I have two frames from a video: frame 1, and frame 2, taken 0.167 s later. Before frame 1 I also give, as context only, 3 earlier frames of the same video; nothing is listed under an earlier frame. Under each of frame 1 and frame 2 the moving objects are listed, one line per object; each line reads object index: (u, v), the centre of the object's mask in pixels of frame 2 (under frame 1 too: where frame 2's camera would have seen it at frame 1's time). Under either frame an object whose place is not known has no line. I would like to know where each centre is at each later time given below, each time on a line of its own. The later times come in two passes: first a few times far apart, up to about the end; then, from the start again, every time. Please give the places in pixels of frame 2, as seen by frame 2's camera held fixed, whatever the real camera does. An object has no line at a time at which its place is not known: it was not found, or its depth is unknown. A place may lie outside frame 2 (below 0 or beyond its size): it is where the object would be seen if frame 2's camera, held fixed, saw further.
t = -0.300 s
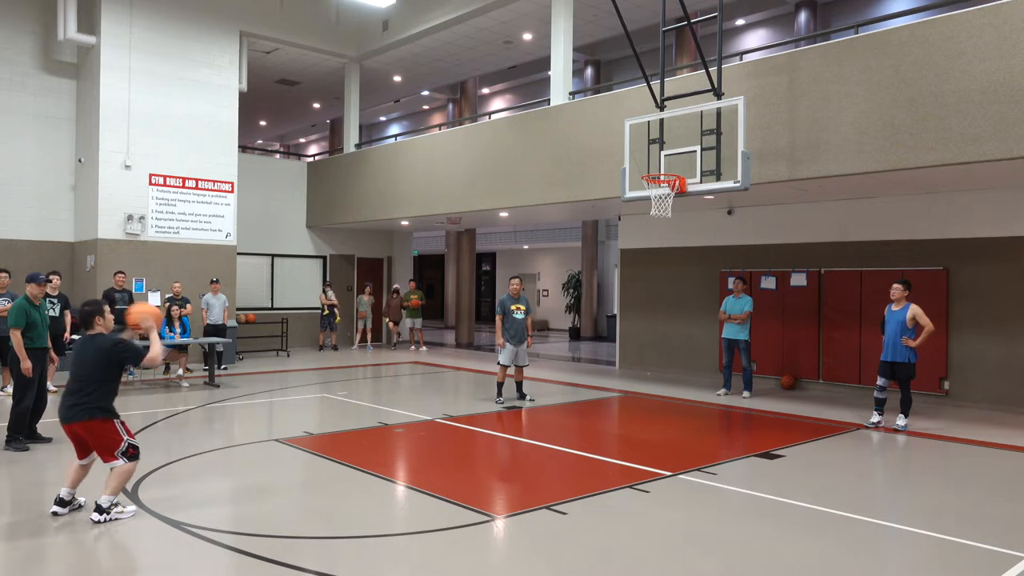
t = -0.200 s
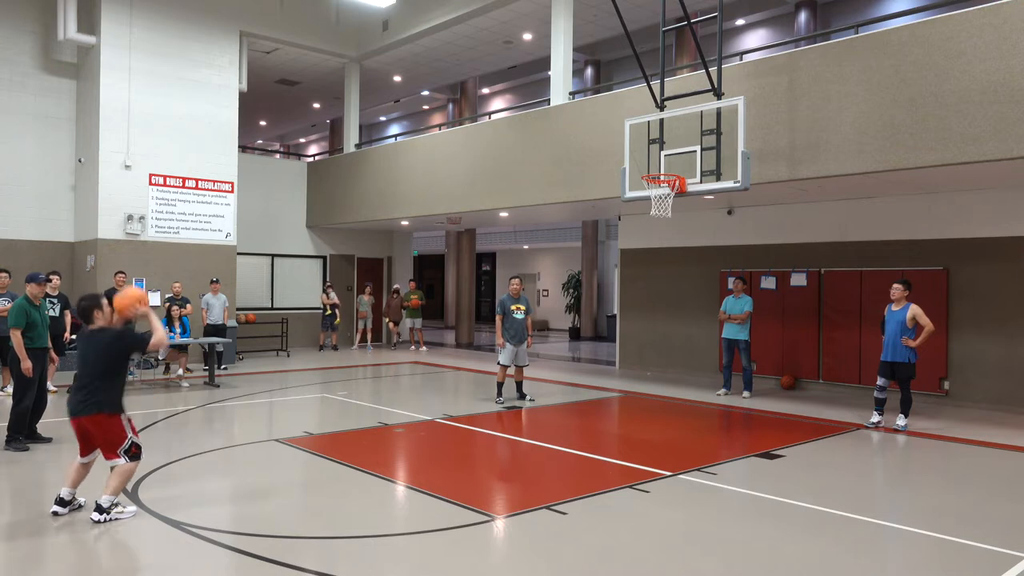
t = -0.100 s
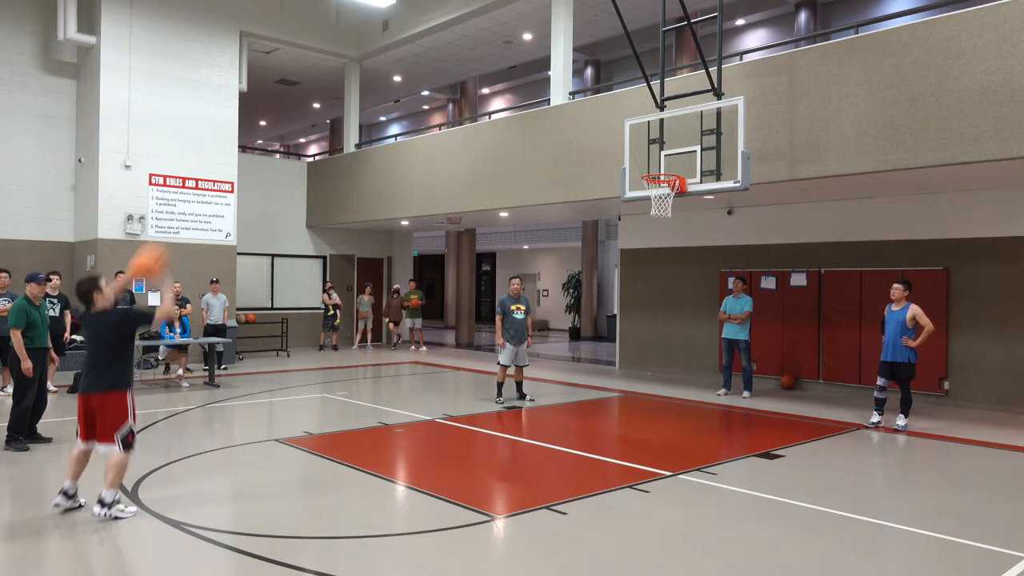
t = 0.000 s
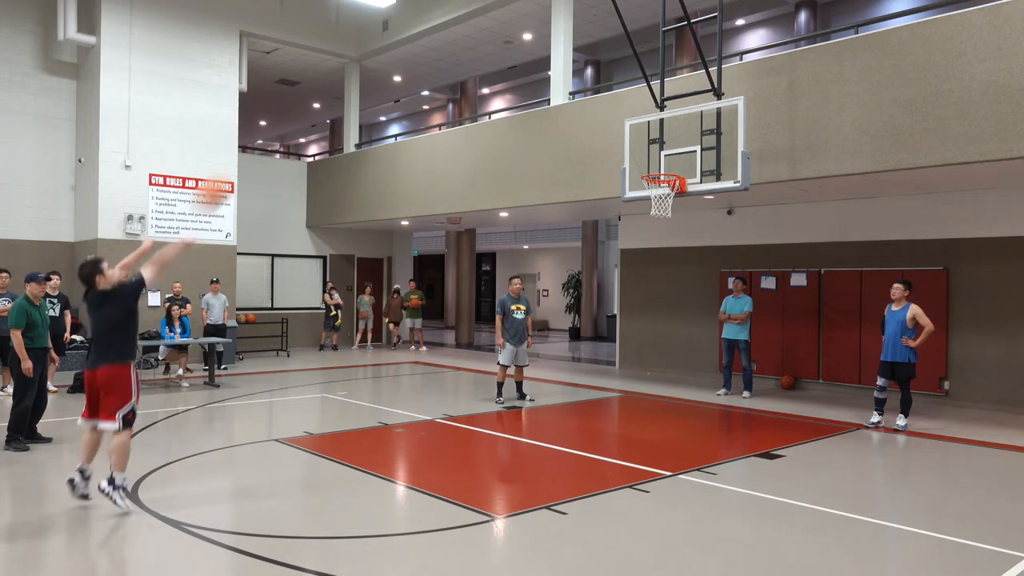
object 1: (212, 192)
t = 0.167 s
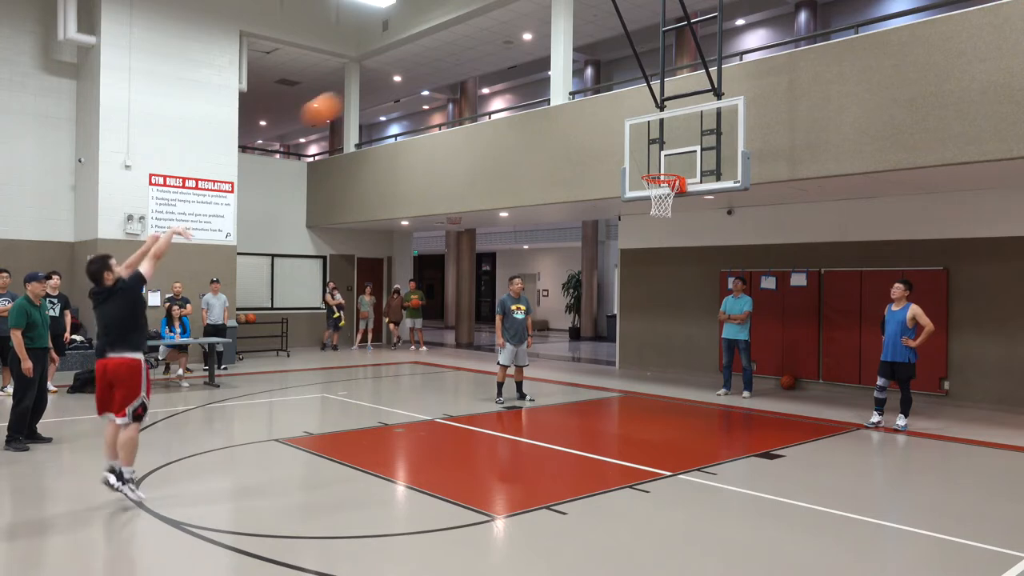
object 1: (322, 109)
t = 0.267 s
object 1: (378, 81)
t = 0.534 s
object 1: (501, 63)
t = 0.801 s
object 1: (595, 107)
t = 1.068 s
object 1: (663, 169)
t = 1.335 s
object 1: (661, 163)
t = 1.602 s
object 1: (661, 170)
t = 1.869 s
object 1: (645, 196)
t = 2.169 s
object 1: (656, 247)
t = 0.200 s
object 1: (341, 98)
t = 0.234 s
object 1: (361, 88)
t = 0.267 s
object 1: (378, 81)
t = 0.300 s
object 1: (395, 74)
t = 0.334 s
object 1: (413, 69)
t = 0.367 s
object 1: (429, 64)
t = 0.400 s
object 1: (444, 62)
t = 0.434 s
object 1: (459, 61)
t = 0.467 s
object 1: (473, 60)
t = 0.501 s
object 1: (487, 61)
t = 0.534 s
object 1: (501, 63)
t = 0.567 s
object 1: (514, 65)
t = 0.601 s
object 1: (527, 68)
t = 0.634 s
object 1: (538, 72)
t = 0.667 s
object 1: (549, 76)
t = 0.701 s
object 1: (562, 83)
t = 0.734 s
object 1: (574, 90)
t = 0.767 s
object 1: (584, 98)
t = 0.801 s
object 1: (595, 107)
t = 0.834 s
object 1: (605, 115)
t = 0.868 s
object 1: (614, 124)
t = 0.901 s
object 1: (624, 134)
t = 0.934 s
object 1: (635, 146)
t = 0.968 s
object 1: (644, 157)
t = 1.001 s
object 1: (651, 167)
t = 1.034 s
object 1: (658, 168)
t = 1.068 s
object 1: (663, 169)
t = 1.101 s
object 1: (667, 170)
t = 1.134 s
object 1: (662, 169)
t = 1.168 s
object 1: (656, 169)
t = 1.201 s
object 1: (653, 169)
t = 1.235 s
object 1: (654, 167)
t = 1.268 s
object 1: (656, 165)
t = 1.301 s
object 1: (659, 164)
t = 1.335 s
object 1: (661, 163)
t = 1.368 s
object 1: (663, 163)
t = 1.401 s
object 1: (666, 164)
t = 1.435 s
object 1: (668, 166)
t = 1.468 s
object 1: (670, 168)
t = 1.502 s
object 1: (671, 169)
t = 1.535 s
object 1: (668, 169)
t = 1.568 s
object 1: (664, 169)
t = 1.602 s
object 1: (661, 170)
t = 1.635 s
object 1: (657, 177)
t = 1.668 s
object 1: (652, 182)
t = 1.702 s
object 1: (649, 186)
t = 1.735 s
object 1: (647, 187)
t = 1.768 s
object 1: (645, 189)
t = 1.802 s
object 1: (644, 192)
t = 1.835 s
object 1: (644, 194)
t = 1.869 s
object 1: (645, 196)
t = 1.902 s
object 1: (646, 199)
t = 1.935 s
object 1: (646, 201)
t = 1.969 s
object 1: (648, 206)
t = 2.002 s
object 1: (650, 211)
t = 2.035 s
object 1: (651, 217)
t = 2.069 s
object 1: (652, 223)
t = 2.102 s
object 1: (654, 230)
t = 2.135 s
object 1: (655, 238)
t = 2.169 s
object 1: (656, 247)
